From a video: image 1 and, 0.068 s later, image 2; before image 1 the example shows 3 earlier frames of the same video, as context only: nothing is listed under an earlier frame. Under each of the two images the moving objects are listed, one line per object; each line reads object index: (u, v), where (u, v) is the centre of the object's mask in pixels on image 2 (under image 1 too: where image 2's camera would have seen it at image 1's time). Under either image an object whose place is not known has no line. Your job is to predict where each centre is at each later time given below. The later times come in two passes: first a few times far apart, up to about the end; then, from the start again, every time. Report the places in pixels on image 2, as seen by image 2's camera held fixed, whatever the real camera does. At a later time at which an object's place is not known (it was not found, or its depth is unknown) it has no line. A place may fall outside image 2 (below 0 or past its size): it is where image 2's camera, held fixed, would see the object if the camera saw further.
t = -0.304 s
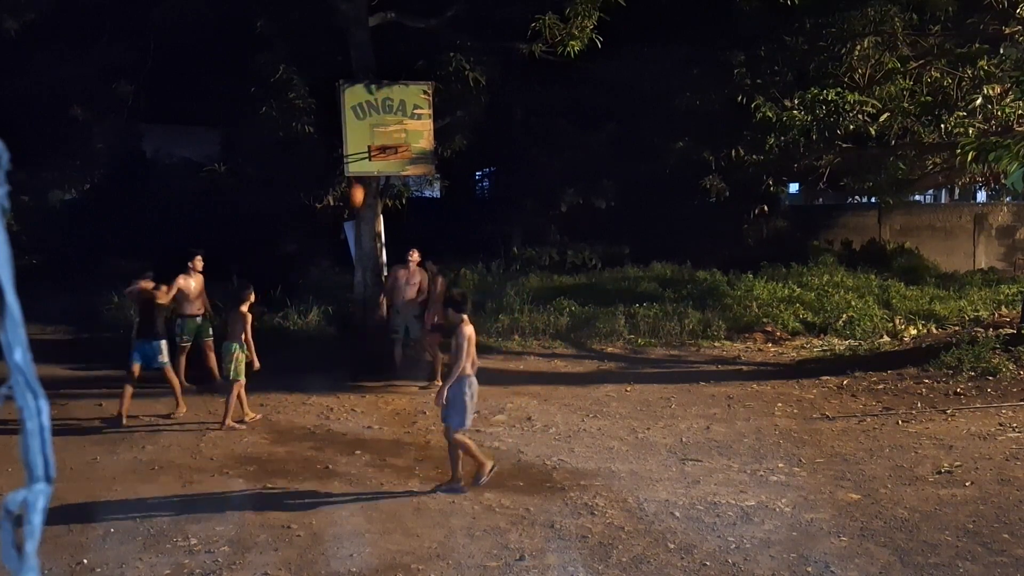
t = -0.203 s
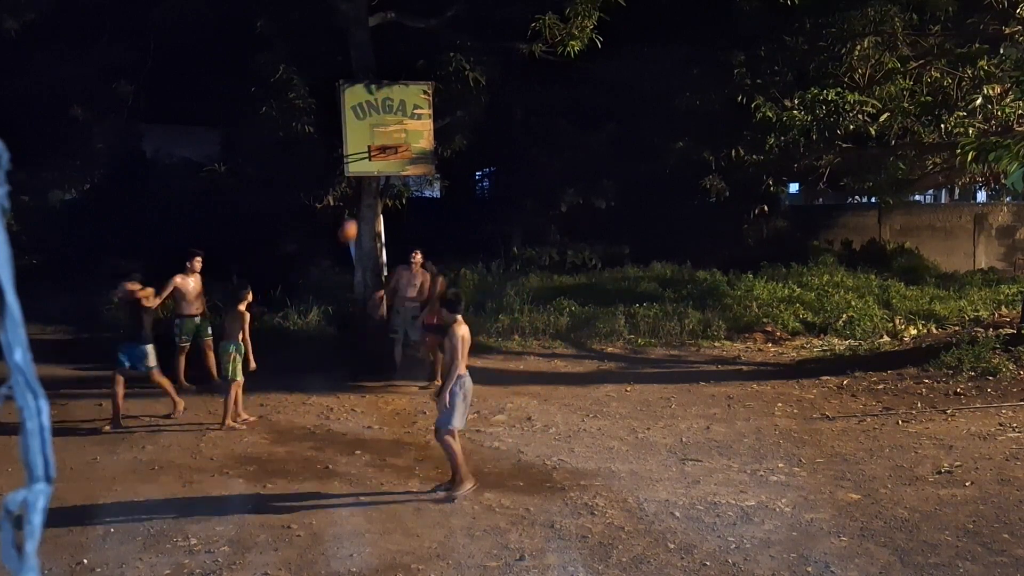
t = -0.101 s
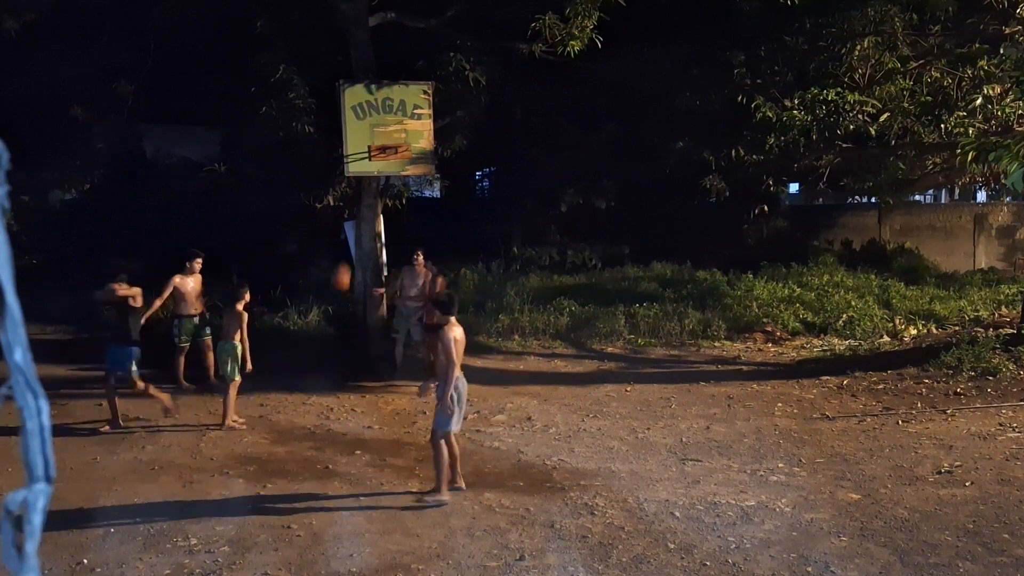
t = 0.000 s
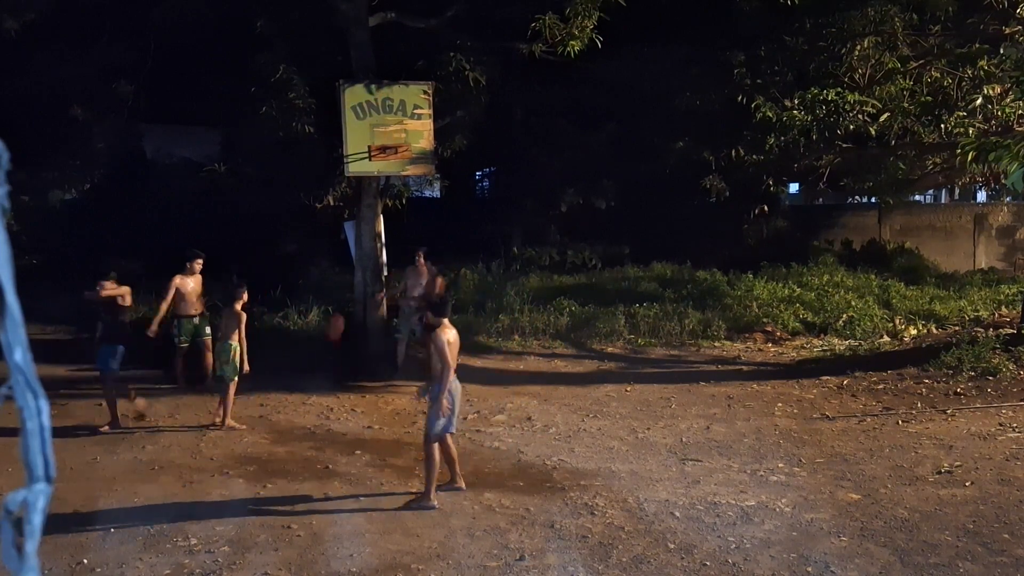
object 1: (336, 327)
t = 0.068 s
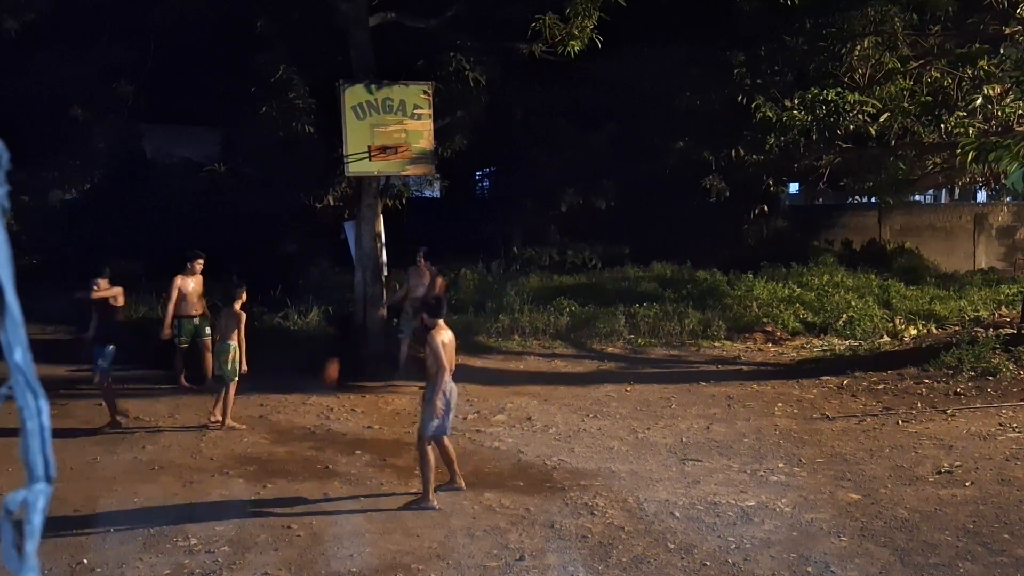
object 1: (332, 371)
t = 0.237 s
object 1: (323, 329)
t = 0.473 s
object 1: (312, 257)
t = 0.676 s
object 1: (304, 233)
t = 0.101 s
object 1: (329, 382)
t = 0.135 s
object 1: (327, 370)
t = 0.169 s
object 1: (326, 354)
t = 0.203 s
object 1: (324, 341)
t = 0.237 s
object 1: (323, 329)
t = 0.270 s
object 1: (320, 316)
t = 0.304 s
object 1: (319, 302)
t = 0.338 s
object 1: (317, 292)
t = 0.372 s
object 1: (317, 281)
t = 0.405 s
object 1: (315, 272)
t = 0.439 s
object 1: (313, 264)
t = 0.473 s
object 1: (312, 257)
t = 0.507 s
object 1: (311, 251)
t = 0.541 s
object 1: (310, 245)
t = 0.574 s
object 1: (308, 241)
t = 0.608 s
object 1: (307, 237)
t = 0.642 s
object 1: (305, 235)
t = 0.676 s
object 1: (304, 233)
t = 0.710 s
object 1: (303, 233)
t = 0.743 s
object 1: (302, 233)
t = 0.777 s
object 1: (301, 234)
